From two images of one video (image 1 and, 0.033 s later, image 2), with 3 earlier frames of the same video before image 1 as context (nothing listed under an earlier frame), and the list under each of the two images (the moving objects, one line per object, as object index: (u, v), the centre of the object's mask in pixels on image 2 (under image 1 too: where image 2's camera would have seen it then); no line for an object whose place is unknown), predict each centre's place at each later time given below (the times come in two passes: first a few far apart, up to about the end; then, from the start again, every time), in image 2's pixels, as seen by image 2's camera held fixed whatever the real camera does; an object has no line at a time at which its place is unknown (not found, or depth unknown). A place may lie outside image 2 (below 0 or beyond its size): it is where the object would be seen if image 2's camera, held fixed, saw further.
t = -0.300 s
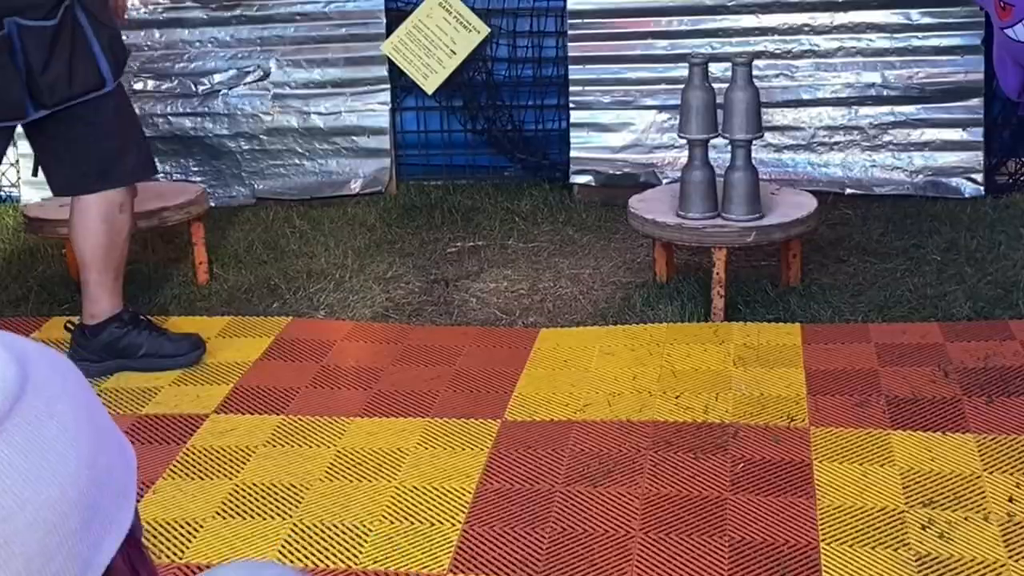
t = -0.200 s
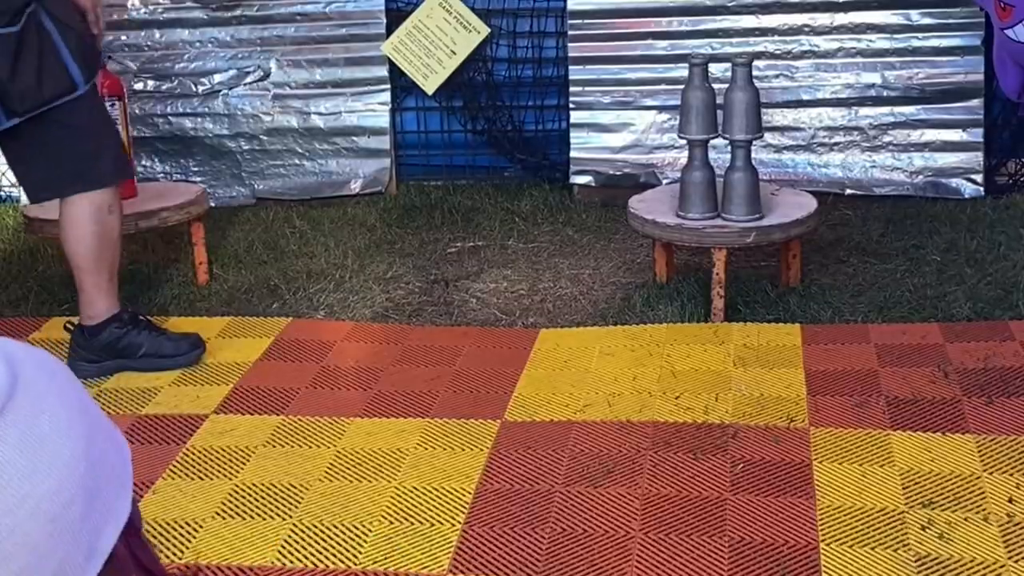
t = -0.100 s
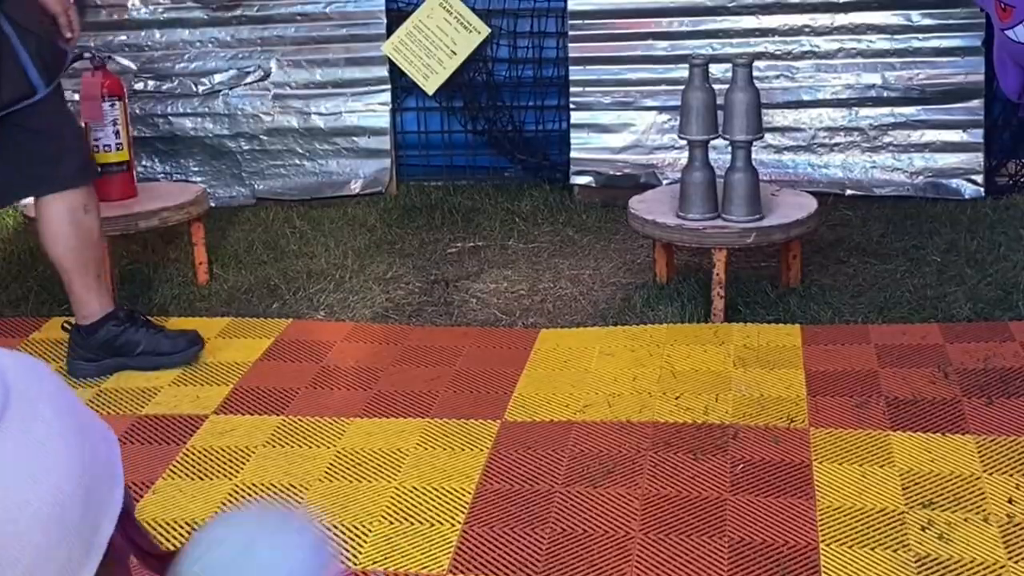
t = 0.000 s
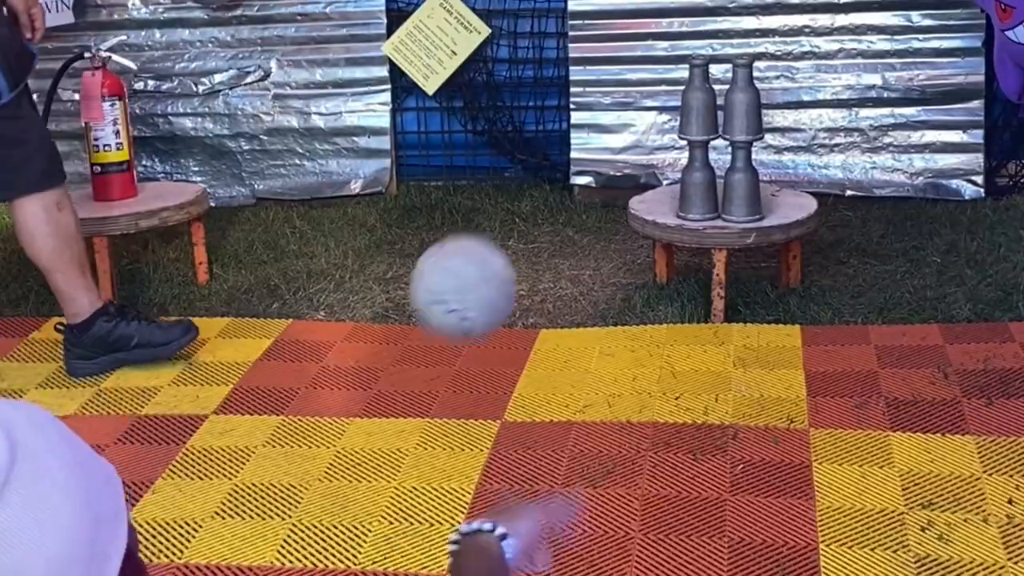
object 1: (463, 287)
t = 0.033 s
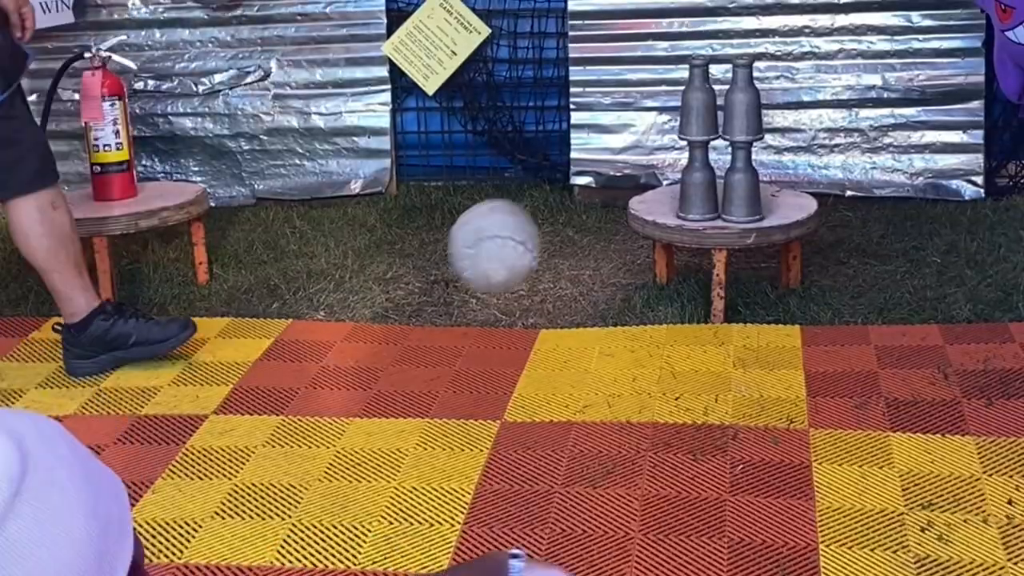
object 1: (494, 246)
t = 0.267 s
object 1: (592, 224)
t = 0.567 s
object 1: (588, 32)
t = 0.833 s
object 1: (572, 104)
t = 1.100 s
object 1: (560, 218)
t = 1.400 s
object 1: (549, 255)
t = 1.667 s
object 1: (526, 272)
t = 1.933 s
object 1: (506, 284)
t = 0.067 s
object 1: (519, 223)
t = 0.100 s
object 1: (537, 209)
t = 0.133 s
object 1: (552, 204)
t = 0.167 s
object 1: (565, 203)
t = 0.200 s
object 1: (575, 207)
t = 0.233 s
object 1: (584, 214)
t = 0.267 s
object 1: (592, 224)
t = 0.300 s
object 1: (597, 213)
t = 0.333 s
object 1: (603, 176)
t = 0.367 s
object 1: (601, 139)
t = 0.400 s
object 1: (599, 111)
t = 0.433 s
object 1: (597, 88)
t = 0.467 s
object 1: (595, 67)
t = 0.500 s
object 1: (592, 52)
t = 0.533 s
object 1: (590, 42)
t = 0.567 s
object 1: (588, 32)
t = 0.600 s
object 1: (586, 27)
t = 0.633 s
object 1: (584, 26)
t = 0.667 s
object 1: (582, 29)
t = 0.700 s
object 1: (580, 36)
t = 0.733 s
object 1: (577, 47)
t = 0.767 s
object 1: (576, 60)
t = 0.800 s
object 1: (574, 81)
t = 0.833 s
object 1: (572, 104)
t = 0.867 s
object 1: (570, 132)
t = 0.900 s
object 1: (567, 165)
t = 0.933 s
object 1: (566, 201)
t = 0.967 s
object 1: (565, 244)
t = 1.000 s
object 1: (564, 263)
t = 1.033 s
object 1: (562, 246)
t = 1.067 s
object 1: (560, 230)
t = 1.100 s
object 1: (560, 218)
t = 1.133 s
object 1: (559, 210)
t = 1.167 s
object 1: (557, 207)
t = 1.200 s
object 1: (557, 207)
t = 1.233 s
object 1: (556, 212)
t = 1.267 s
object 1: (554, 220)
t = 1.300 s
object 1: (554, 233)
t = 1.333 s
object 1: (554, 250)
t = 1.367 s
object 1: (551, 262)
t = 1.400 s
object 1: (549, 255)
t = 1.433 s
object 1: (545, 250)
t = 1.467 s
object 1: (542, 250)
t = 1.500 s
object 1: (539, 253)
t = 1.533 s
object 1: (536, 261)
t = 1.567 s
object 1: (534, 271)
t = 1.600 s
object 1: (531, 268)
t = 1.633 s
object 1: (529, 269)
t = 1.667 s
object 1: (526, 272)
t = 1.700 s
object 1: (523, 275)
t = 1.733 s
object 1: (521, 276)
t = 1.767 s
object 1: (517, 278)
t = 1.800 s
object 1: (515, 279)
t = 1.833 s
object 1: (512, 281)
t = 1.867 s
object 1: (510, 282)
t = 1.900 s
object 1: (507, 283)
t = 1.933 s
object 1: (506, 284)
